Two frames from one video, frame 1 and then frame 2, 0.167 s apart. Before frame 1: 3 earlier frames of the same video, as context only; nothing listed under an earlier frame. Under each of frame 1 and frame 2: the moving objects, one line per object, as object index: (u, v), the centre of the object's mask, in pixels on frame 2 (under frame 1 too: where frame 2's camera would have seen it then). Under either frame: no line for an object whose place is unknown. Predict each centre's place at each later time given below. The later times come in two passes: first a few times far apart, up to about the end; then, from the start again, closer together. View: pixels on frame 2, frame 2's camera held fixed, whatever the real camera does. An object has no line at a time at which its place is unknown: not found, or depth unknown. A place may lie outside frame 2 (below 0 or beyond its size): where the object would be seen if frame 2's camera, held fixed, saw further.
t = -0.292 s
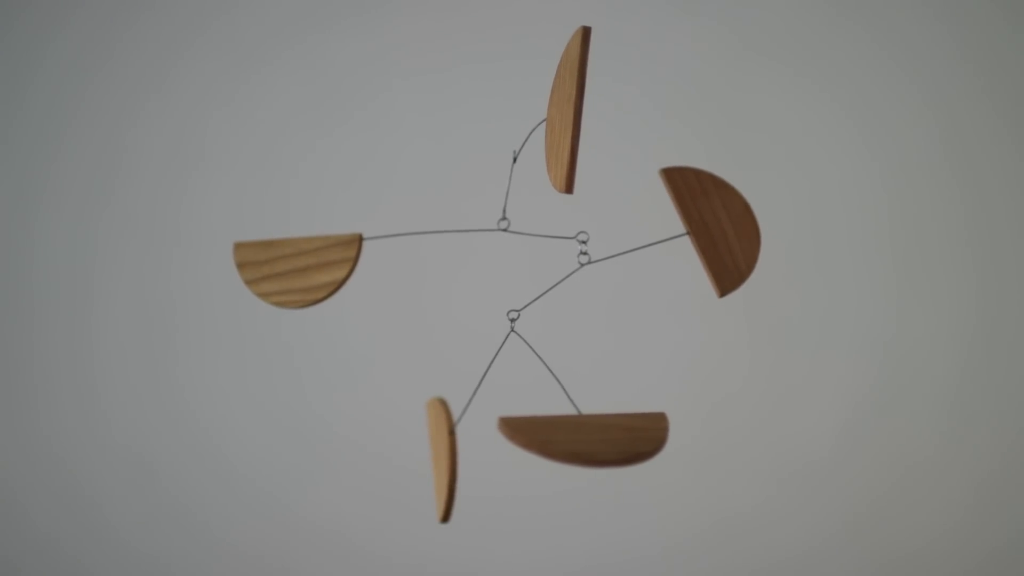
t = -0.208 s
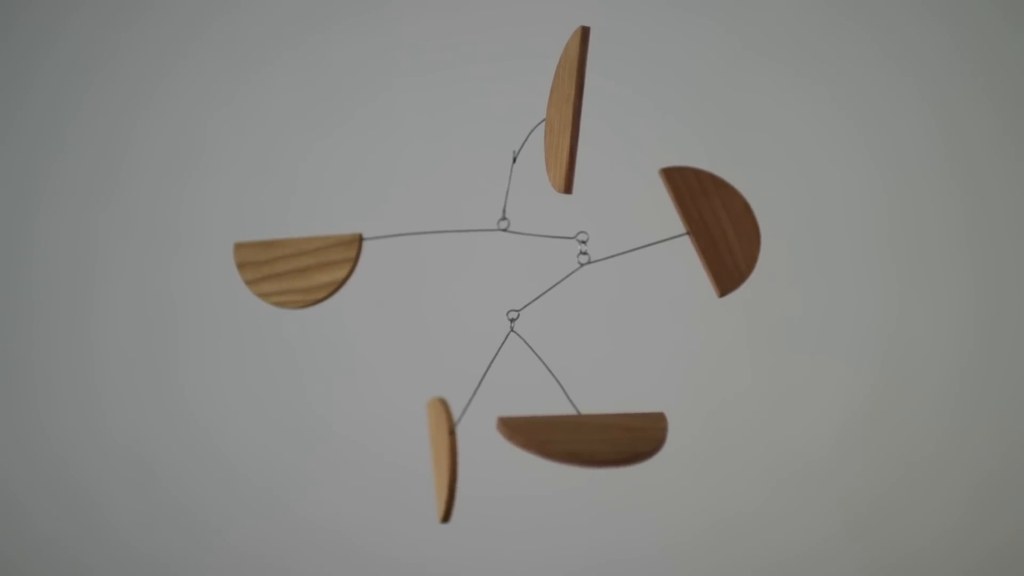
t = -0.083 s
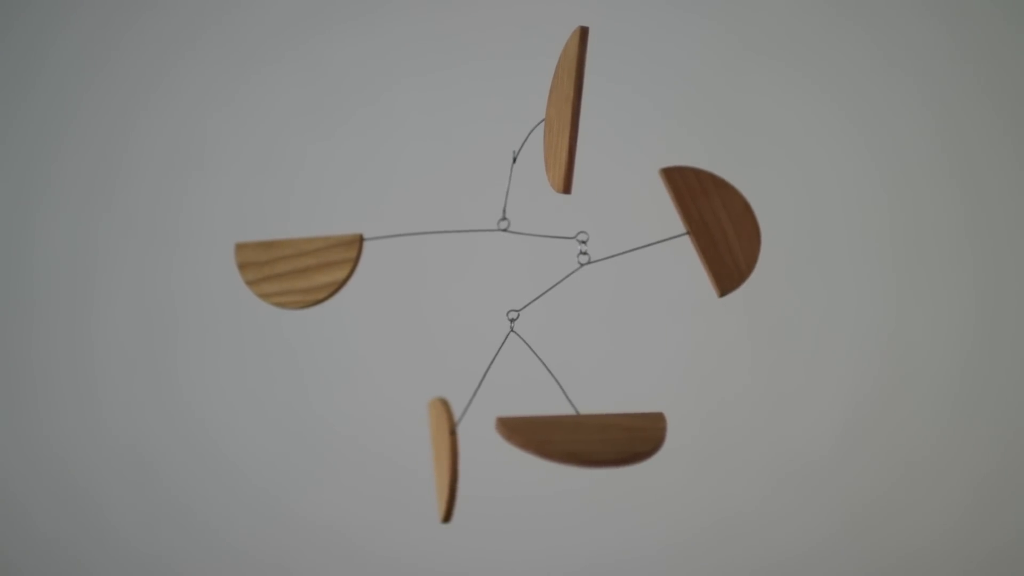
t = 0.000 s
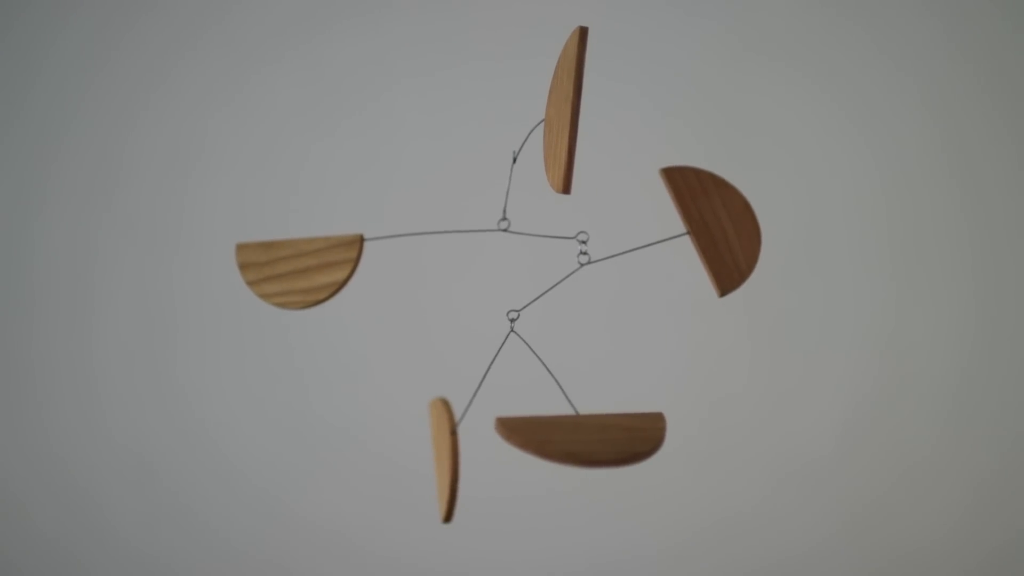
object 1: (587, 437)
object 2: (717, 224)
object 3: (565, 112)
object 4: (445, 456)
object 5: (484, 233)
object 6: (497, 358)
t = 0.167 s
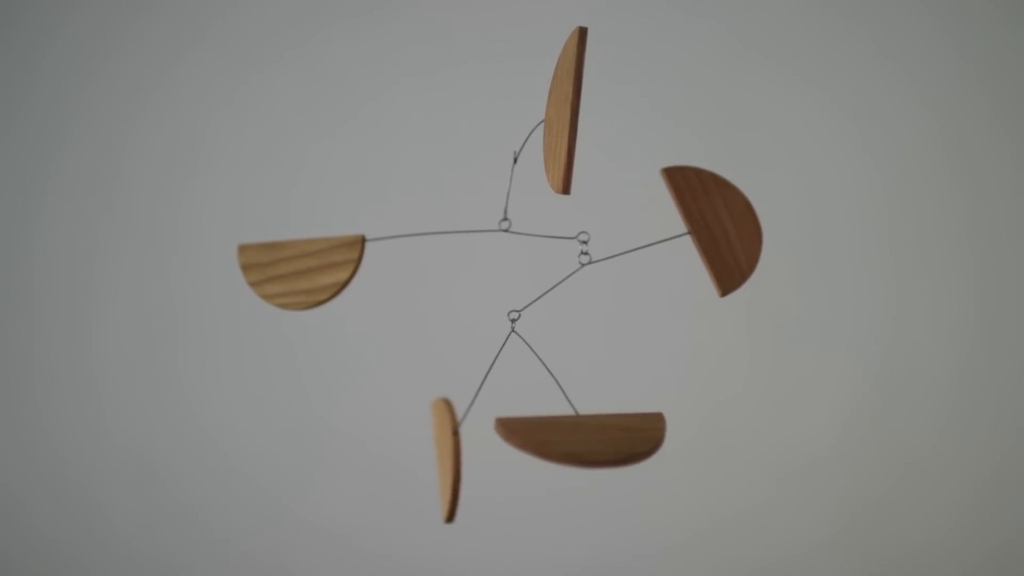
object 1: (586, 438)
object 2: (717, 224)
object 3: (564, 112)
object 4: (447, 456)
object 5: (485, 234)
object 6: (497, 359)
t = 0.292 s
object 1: (586, 438)
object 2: (718, 224)
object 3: (564, 113)
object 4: (449, 456)
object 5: (486, 234)
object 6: (498, 359)
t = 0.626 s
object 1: (584, 438)
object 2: (719, 223)
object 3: (562, 114)
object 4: (453, 457)
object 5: (488, 234)
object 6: (501, 359)
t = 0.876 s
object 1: (582, 438)
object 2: (720, 223)
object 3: (560, 114)
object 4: (455, 457)
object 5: (488, 235)
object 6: (502, 358)
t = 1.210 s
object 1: (577, 438)
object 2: (721, 223)
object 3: (557, 113)
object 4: (457, 457)
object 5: (489, 235)
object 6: (501, 360)
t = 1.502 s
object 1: (572, 438)
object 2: (720, 223)
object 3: (553, 112)
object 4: (457, 457)
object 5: (488, 235)
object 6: (500, 359)
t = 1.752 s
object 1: (568, 438)
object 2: (720, 223)
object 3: (550, 112)
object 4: (458, 458)
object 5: (488, 235)
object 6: (499, 360)
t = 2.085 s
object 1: (565, 439)
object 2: (721, 222)
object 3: (548, 113)
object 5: (490, 235)
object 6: (500, 360)
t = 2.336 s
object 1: (564, 439)
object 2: (722, 222)
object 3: (547, 113)
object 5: (491, 236)
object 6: (502, 360)
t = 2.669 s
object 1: (563, 440)
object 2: (724, 222)
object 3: (545, 114)
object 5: (492, 236)
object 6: (504, 360)
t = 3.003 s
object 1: (558, 440)
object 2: (724, 221)
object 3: (542, 114)
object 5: (493, 236)
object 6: (504, 361)
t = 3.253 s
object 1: (554, 440)
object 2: (724, 221)
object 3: (539, 113)
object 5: (493, 236)
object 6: (504, 360)
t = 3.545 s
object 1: (550, 439)
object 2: (723, 219)
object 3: (534, 113)
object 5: (492, 236)
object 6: (503, 361)
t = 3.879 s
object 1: (546, 440)
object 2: (723, 219)
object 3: (531, 112)
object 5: (493, 236)
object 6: (502, 361)
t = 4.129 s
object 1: (544, 440)
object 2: (724, 218)
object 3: (530, 113)
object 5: (494, 237)
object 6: (504, 362)
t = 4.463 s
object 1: (543, 441)
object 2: (725, 218)
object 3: (528, 114)
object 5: (496, 238)
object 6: (506, 364)
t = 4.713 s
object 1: (541, 441)
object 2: (726, 218)
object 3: (527, 114)
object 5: (497, 238)
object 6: (507, 364)
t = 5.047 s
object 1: (536, 441)
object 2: (726, 217)
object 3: (524, 114)
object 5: (499, 238)
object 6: (507, 365)
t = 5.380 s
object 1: (530, 441)
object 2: (726, 217)
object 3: (520, 112)
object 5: (498, 238)
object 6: (506, 364)
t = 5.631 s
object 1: (526, 441)
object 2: (726, 217)
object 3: (517, 112)
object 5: (498, 238)
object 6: (518, 363)
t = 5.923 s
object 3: (515, 112)
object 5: (499, 238)
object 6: (517, 363)
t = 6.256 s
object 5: (501, 239)
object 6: (517, 363)
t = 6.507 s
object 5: (501, 239)
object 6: (517, 362)
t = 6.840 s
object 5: (503, 240)
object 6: (517, 362)
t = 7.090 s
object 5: (505, 240)
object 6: (515, 362)
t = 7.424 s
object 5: (507, 239)
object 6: (513, 360)
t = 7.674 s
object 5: (508, 239)
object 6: (513, 359)
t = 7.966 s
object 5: (508, 240)
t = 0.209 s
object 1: (586, 438)
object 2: (717, 224)
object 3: (564, 113)
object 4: (448, 456)
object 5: (485, 234)
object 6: (499, 356)
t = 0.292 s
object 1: (586, 438)
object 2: (718, 224)
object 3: (564, 113)
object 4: (449, 456)
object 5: (486, 234)
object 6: (498, 359)
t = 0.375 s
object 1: (586, 438)
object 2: (718, 224)
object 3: (563, 113)
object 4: (450, 456)
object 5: (487, 234)
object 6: (499, 359)
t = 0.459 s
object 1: (585, 438)
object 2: (718, 223)
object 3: (563, 113)
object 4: (451, 456)
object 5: (487, 234)
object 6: (498, 361)
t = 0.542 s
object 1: (585, 438)
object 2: (719, 223)
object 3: (563, 113)
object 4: (452, 456)
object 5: (487, 234)
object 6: (499, 361)
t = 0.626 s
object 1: (584, 438)
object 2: (719, 223)
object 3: (562, 114)
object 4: (453, 457)
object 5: (488, 234)
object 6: (501, 359)
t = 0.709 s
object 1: (584, 438)
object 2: (720, 223)
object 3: (562, 114)
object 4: (454, 456)
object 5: (489, 235)
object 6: (501, 359)
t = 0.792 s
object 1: (583, 438)
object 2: (720, 223)
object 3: (561, 114)
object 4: (454, 457)
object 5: (488, 235)
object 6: (502, 359)
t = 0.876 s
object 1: (582, 438)
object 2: (720, 223)
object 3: (560, 114)
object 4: (455, 457)
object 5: (488, 235)
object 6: (502, 358)
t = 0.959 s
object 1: (581, 438)
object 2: (720, 223)
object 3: (560, 114)
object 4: (456, 457)
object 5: (489, 235)
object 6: (500, 362)
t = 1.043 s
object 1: (580, 438)
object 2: (721, 223)
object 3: (559, 113)
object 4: (456, 457)
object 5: (489, 235)
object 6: (502, 358)
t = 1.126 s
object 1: (579, 438)
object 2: (721, 223)
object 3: (558, 113)
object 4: (456, 457)
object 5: (489, 235)
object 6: (501, 360)
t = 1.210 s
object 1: (577, 438)
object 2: (721, 223)
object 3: (557, 113)
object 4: (457, 457)
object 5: (489, 235)
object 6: (501, 360)
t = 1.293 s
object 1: (576, 438)
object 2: (720, 223)
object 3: (555, 113)
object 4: (457, 457)
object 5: (489, 235)
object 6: (501, 359)
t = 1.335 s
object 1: (575, 438)
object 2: (720, 223)
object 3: (555, 113)
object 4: (457, 458)
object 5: (488, 235)
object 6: (500, 359)
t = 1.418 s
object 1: (573, 438)
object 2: (721, 223)
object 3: (554, 112)
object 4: (457, 457)
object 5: (489, 235)
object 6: (500, 359)
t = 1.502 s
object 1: (572, 438)
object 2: (720, 223)
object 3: (553, 112)
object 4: (457, 457)
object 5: (488, 235)
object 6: (500, 359)
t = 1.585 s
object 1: (571, 438)
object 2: (720, 223)
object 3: (552, 112)
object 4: (458, 458)
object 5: (488, 235)
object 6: (500, 359)
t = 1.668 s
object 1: (570, 438)
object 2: (720, 223)
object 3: (551, 112)
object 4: (458, 458)
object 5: (489, 235)
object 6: (499, 360)
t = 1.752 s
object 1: (568, 438)
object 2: (720, 223)
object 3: (550, 112)
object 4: (458, 458)
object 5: (488, 235)
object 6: (499, 360)
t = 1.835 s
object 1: (567, 438)
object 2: (721, 223)
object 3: (550, 112)
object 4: (459, 458)
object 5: (489, 235)
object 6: (499, 360)
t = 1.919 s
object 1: (567, 438)
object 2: (721, 222)
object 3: (549, 112)
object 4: (460, 458)
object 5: (489, 235)
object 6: (498, 362)
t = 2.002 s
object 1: (566, 439)
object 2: (721, 222)
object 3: (549, 112)
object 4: (461, 458)
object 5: (489, 235)
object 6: (498, 363)
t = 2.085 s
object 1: (565, 439)
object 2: (721, 222)
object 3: (548, 113)
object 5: (490, 235)
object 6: (500, 360)
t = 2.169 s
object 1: (565, 439)
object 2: (722, 222)
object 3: (548, 113)
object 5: (490, 235)
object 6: (501, 360)
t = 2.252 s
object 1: (565, 439)
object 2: (722, 222)
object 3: (547, 113)
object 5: (490, 236)
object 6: (501, 360)
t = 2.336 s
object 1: (564, 439)
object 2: (722, 222)
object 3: (547, 113)
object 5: (491, 236)
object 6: (502, 360)
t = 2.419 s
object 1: (564, 439)
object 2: (723, 222)
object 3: (547, 114)
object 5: (491, 236)
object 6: (501, 363)
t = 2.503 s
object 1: (564, 439)
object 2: (723, 222)
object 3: (546, 114)
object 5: (492, 236)
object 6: (502, 363)
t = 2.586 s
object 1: (564, 440)
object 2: (723, 222)
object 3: (546, 114)
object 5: (492, 236)
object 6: (502, 364)
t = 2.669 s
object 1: (563, 440)
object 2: (724, 222)
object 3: (545, 114)
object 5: (492, 236)
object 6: (504, 360)
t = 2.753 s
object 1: (562, 440)
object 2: (724, 221)
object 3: (545, 114)
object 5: (493, 236)
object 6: (504, 360)
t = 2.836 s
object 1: (562, 440)
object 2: (724, 221)
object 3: (544, 114)
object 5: (493, 236)
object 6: (504, 361)
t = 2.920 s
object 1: (560, 440)
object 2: (724, 221)
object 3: (543, 114)
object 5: (494, 236)
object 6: (504, 361)
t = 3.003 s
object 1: (558, 440)
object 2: (724, 221)
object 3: (542, 114)
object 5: (493, 236)
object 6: (504, 361)
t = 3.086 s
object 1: (557, 440)
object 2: (724, 221)
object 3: (541, 113)
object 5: (494, 236)
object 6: (504, 361)
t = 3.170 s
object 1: (556, 440)
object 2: (724, 221)
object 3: (540, 113)
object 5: (494, 237)
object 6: (504, 361)
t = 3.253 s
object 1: (554, 440)
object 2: (724, 221)
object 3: (539, 113)
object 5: (493, 236)
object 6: (504, 360)
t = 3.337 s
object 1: (553, 440)
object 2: (724, 221)
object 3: (538, 112)
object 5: (493, 236)
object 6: (503, 361)
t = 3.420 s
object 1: (551, 439)
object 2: (724, 220)
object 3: (537, 112)
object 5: (493, 236)
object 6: (503, 361)
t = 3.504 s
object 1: (551, 439)
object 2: (723, 219)
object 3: (535, 112)
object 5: (492, 236)
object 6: (503, 361)
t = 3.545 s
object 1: (550, 439)
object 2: (723, 219)
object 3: (534, 113)
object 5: (492, 236)
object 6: (503, 361)
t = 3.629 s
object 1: (549, 439)
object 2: (723, 219)
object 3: (533, 112)
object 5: (492, 236)
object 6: (502, 361)
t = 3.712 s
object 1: (548, 440)
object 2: (723, 219)
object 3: (532, 112)
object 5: (492, 236)
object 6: (502, 361)
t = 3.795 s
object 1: (547, 440)
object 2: (723, 219)
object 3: (532, 112)
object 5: (492, 236)
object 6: (502, 361)
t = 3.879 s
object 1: (546, 440)
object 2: (723, 219)
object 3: (531, 112)
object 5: (493, 236)
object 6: (502, 361)
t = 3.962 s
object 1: (545, 440)
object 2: (723, 219)
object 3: (531, 112)
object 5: (493, 236)
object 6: (502, 365)
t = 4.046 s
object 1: (545, 440)
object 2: (724, 219)
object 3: (530, 113)
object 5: (493, 237)
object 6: (503, 361)
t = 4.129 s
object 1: (544, 440)
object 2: (724, 218)
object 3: (530, 113)
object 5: (494, 237)
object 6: (504, 362)
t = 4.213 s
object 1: (544, 440)
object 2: (724, 218)
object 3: (529, 113)
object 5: (495, 237)
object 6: (504, 361)
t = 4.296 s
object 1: (544, 441)
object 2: (724, 218)
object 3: (529, 114)
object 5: (495, 237)
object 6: (504, 366)
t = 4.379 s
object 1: (543, 441)
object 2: (725, 218)
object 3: (529, 114)
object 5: (496, 237)
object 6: (505, 363)
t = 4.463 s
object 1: (543, 441)
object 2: (725, 218)
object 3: (528, 114)
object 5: (496, 238)
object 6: (506, 364)
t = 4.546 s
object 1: (542, 441)
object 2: (725, 218)
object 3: (528, 114)
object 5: (497, 238)
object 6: (507, 363)
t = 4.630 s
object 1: (541, 441)
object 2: (725, 218)
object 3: (527, 114)
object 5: (497, 238)
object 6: (507, 364)
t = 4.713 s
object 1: (541, 441)
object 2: (726, 218)
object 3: (527, 114)
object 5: (497, 238)
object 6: (507, 364)
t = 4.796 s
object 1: (540, 441)
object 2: (726, 218)
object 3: (527, 114)
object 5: (498, 238)
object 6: (508, 362)
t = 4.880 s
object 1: (539, 441)
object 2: (726, 218)
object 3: (526, 113)
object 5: (498, 238)
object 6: (508, 363)
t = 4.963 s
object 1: (538, 441)
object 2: (726, 217)
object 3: (525, 114)
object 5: (498, 238)
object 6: (508, 363)
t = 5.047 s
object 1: (536, 441)
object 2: (726, 217)
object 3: (524, 114)
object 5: (499, 238)
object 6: (507, 365)
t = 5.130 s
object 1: (535, 441)
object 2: (726, 217)
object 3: (523, 113)
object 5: (499, 238)
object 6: (507, 363)
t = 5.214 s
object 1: (533, 441)
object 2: (726, 217)
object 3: (522, 113)
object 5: (498, 238)
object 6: (507, 364)
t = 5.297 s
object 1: (532, 441)
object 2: (726, 217)
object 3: (521, 113)
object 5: (498, 238)
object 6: (507, 364)
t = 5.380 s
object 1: (530, 441)
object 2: (726, 217)
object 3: (520, 112)
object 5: (498, 238)
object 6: (506, 364)
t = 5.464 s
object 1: (529, 441)
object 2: (726, 217)
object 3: (519, 112)
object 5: (498, 238)
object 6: (507, 362)
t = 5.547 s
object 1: (527, 441)
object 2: (726, 217)
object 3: (518, 112)
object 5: (497, 238)
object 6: (506, 363)
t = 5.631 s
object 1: (526, 441)
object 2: (726, 217)
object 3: (517, 112)
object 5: (498, 238)
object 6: (518, 363)
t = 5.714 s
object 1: (525, 442)
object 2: (726, 217)
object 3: (516, 111)
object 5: (498, 238)
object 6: (518, 363)
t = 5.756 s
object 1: (524, 442)
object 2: (726, 217)
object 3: (516, 111)
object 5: (498, 238)
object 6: (517, 362)
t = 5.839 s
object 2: (726, 217)
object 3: (516, 112)
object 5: (499, 238)
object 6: (517, 363)
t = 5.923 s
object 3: (515, 112)
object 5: (499, 238)
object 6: (517, 363)
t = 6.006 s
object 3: (515, 112)
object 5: (499, 238)
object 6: (517, 363)
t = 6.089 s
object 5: (500, 239)
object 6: (518, 364)
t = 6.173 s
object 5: (500, 239)
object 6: (517, 362)
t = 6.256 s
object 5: (501, 239)
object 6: (517, 363)
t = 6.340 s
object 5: (501, 239)
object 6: (517, 361)
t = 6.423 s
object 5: (501, 239)
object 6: (518, 365)
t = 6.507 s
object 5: (501, 239)
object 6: (517, 362)
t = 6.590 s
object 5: (502, 239)
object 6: (517, 361)
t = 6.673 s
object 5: (503, 239)
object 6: (518, 365)
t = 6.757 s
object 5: (503, 239)
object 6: (517, 366)
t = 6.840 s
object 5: (503, 240)
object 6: (517, 362)
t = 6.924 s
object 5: (504, 240)
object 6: (517, 365)
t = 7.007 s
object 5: (505, 239)
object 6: (516, 362)
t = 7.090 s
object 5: (505, 240)
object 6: (515, 362)
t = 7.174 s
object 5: (505, 240)
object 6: (515, 362)
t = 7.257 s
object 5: (506, 240)
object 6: (513, 364)
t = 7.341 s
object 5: (506, 239)
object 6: (513, 361)
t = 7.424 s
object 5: (507, 239)
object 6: (513, 360)
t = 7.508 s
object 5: (507, 239)
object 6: (513, 359)
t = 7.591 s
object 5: (507, 239)
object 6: (513, 358)
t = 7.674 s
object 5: (508, 239)
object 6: (513, 359)
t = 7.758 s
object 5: (508, 239)
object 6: (513, 359)
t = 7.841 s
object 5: (508, 239)
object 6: (513, 361)
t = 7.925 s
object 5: (508, 240)
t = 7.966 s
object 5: (508, 240)
